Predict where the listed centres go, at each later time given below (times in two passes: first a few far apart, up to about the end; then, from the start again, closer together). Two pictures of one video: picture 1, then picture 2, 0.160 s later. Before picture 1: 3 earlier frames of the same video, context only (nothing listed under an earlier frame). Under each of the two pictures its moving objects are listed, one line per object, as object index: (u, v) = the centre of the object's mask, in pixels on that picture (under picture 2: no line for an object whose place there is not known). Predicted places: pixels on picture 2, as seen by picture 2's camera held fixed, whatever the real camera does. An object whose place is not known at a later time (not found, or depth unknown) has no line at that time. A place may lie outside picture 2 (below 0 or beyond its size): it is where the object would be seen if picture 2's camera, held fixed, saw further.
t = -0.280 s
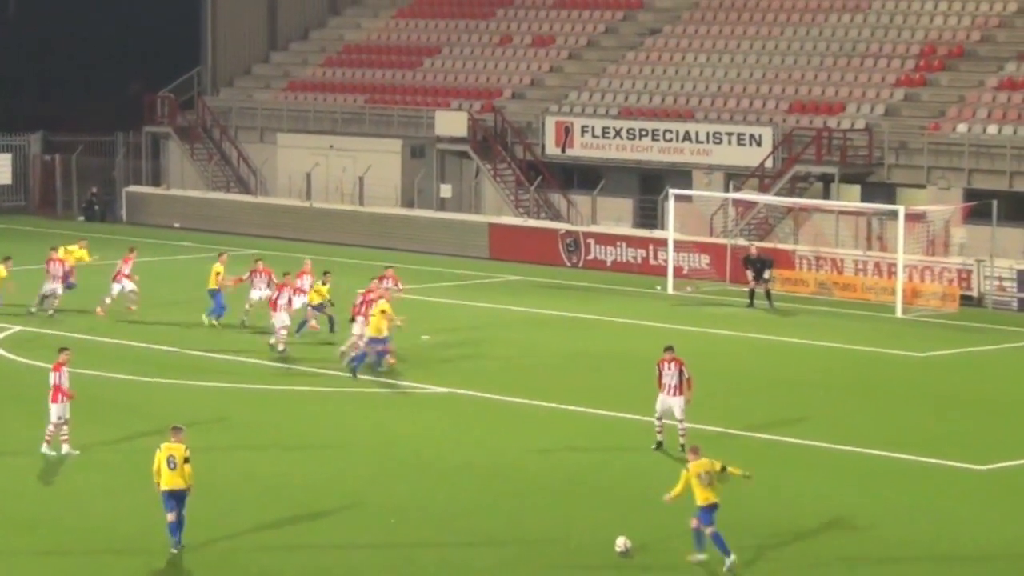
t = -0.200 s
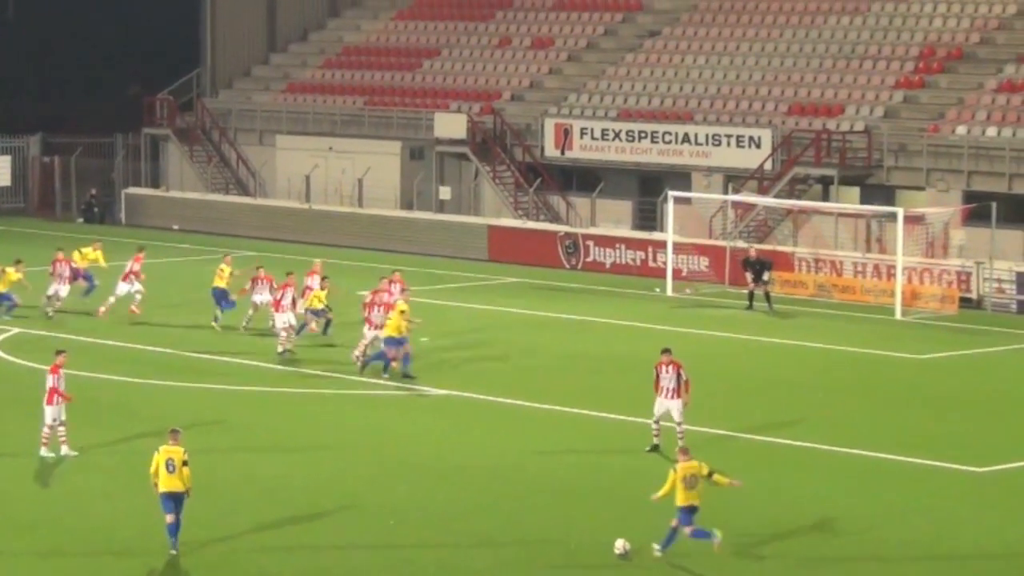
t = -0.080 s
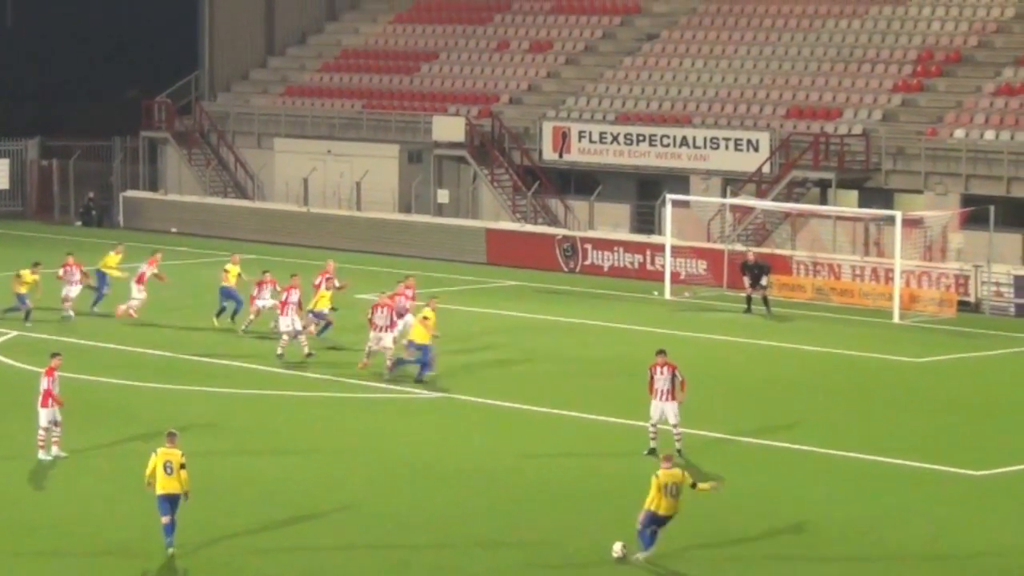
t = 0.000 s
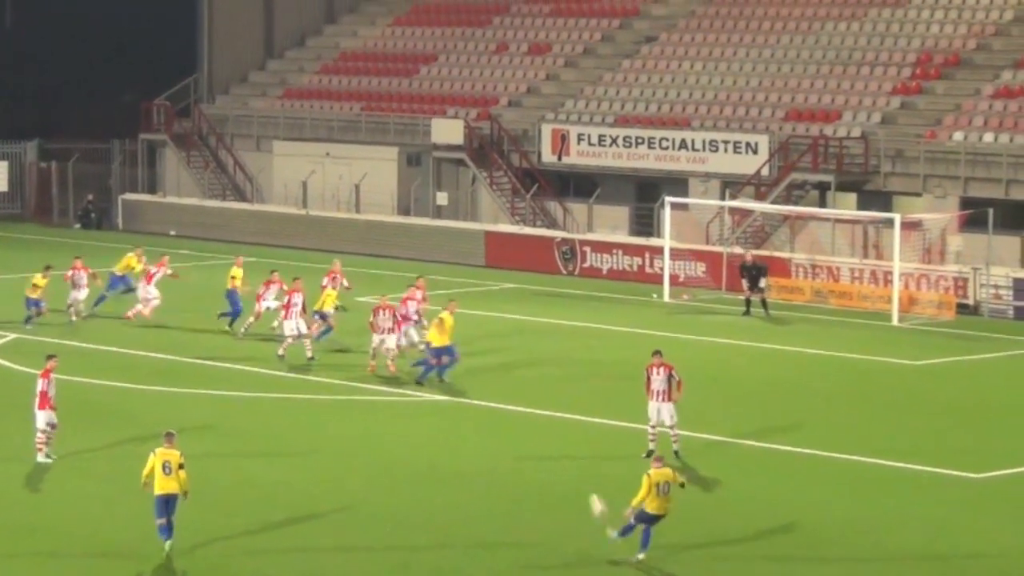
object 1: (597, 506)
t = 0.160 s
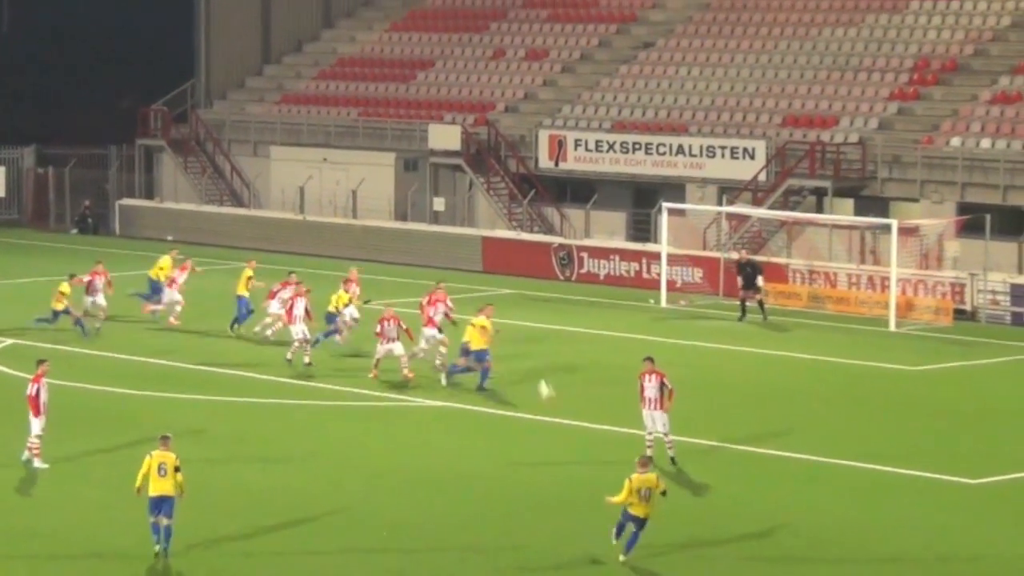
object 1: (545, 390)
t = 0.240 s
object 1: (529, 342)
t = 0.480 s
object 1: (495, 236)
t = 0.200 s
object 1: (536, 366)
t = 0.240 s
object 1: (529, 342)
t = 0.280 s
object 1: (524, 321)
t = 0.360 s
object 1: (509, 282)
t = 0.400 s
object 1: (503, 266)
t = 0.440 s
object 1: (499, 250)
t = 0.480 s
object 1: (495, 236)
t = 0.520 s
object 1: (492, 222)
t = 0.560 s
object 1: (490, 209)
